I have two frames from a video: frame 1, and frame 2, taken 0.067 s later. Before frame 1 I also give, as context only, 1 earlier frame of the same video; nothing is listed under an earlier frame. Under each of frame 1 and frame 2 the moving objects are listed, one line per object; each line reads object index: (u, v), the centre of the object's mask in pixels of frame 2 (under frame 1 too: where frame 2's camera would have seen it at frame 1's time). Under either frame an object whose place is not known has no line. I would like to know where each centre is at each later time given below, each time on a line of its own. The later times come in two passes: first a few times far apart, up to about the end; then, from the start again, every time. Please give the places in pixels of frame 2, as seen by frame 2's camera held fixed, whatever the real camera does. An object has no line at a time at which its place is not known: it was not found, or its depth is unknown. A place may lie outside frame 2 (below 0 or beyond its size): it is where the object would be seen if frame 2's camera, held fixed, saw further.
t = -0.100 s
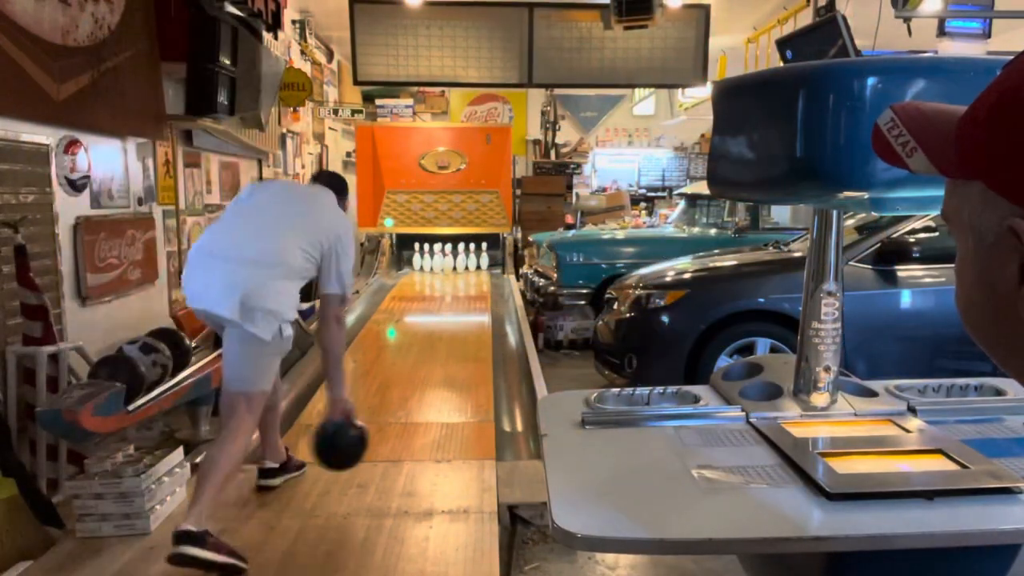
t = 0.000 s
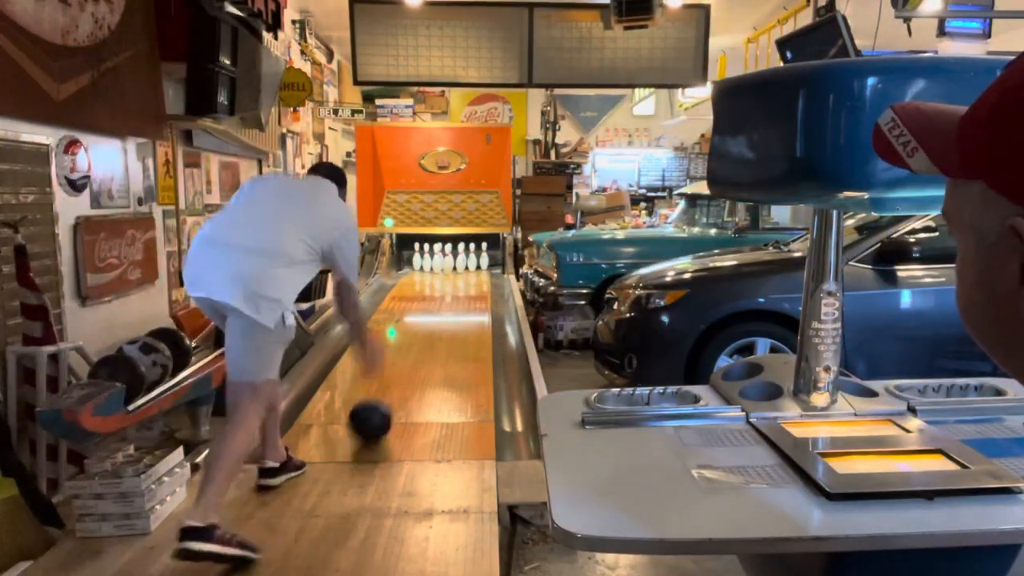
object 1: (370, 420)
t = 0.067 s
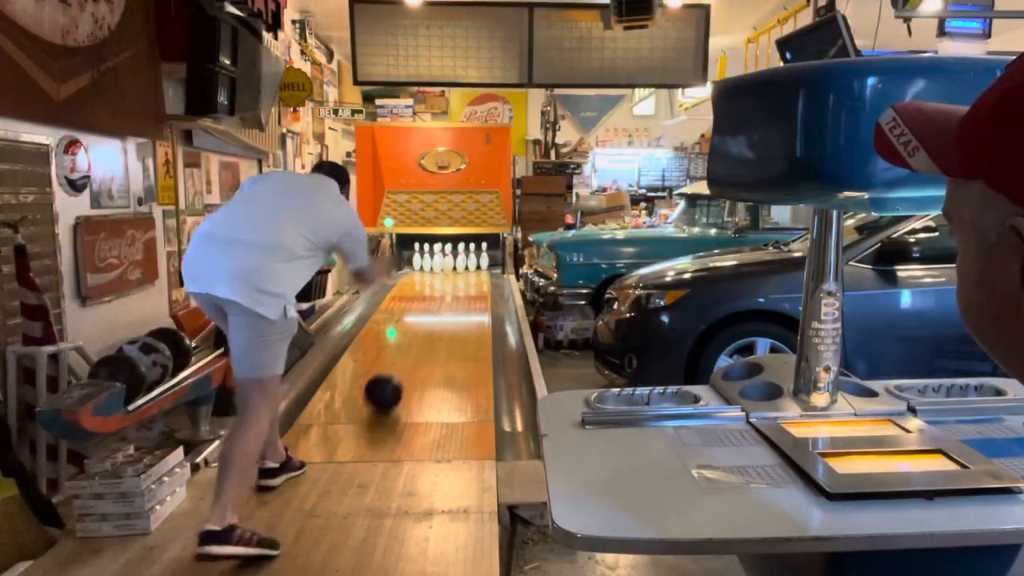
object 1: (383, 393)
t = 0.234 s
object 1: (404, 339)
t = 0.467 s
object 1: (421, 297)
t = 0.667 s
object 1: (430, 277)
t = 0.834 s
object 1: (436, 267)
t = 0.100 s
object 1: (388, 379)
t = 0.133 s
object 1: (393, 367)
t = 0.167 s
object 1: (397, 357)
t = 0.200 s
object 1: (401, 347)
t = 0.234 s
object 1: (404, 339)
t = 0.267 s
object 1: (407, 331)
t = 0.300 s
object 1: (410, 324)
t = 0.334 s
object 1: (413, 318)
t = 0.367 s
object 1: (415, 311)
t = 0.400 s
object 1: (417, 306)
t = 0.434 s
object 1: (419, 301)
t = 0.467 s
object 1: (421, 297)
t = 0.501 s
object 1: (423, 292)
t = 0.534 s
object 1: (425, 289)
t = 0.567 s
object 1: (426, 286)
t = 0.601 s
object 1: (428, 282)
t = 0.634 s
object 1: (429, 280)
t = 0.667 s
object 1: (430, 277)
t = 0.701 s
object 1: (431, 275)
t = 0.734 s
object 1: (432, 273)
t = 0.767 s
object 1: (434, 271)
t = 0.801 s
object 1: (435, 268)
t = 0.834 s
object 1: (436, 267)
